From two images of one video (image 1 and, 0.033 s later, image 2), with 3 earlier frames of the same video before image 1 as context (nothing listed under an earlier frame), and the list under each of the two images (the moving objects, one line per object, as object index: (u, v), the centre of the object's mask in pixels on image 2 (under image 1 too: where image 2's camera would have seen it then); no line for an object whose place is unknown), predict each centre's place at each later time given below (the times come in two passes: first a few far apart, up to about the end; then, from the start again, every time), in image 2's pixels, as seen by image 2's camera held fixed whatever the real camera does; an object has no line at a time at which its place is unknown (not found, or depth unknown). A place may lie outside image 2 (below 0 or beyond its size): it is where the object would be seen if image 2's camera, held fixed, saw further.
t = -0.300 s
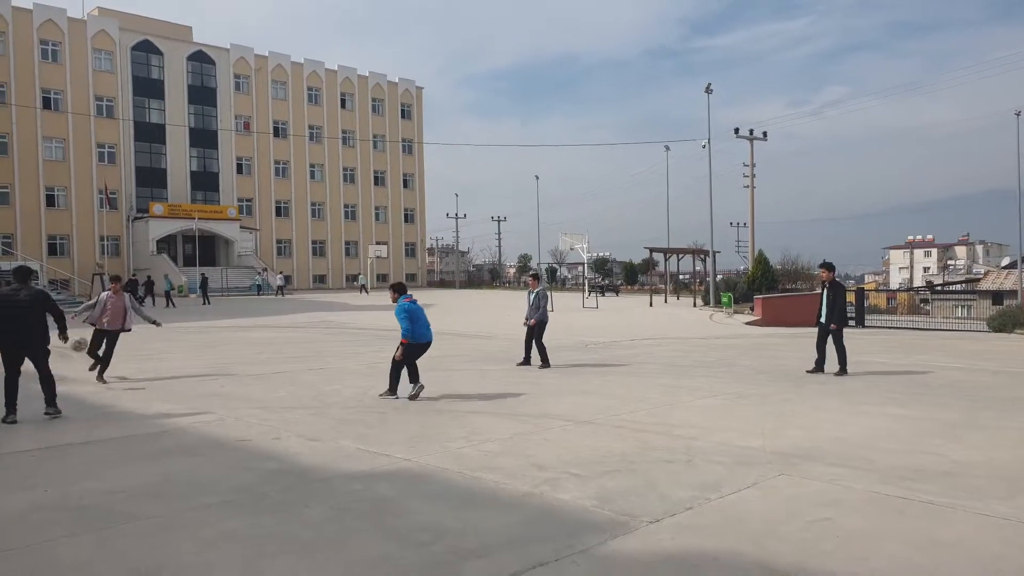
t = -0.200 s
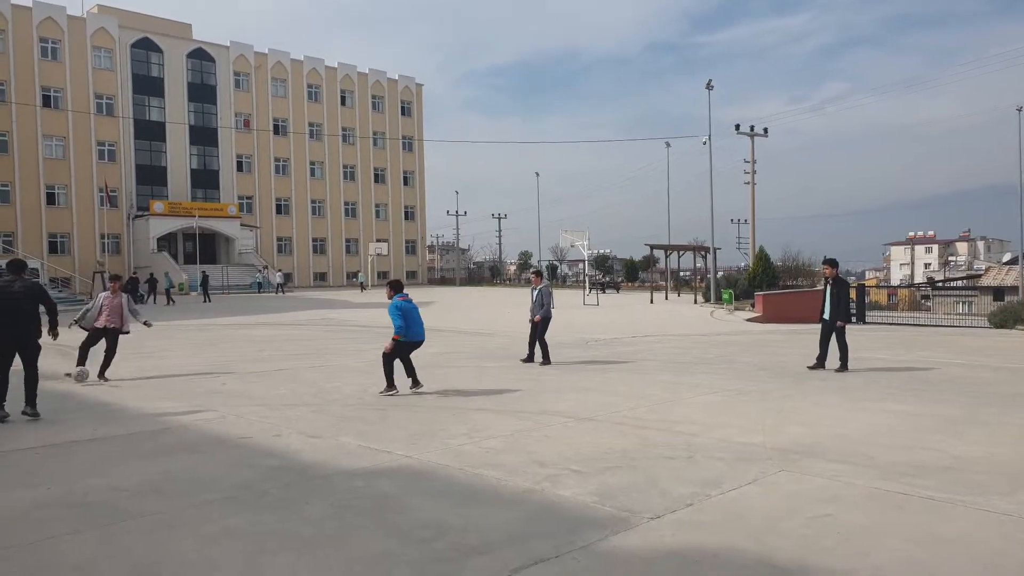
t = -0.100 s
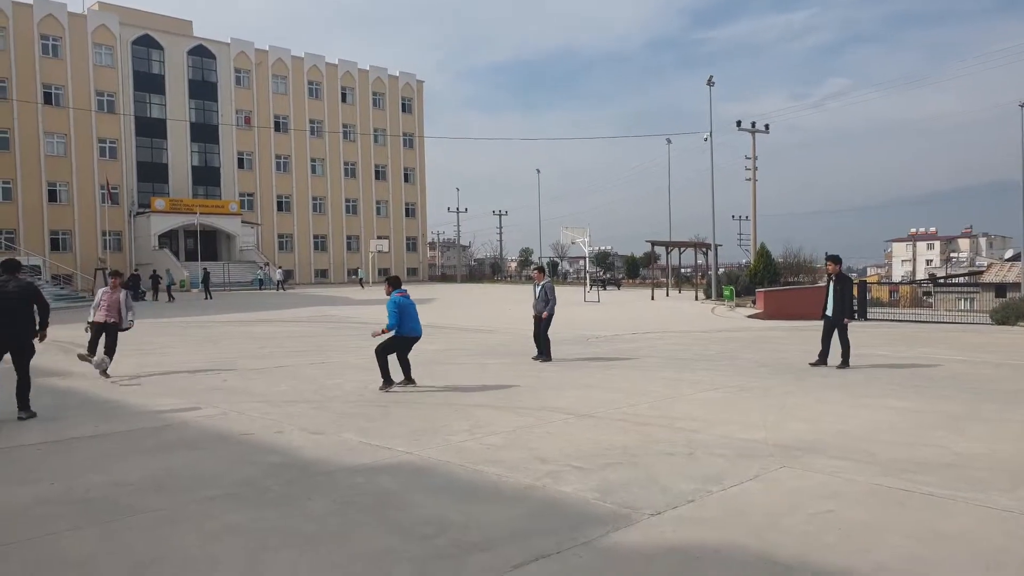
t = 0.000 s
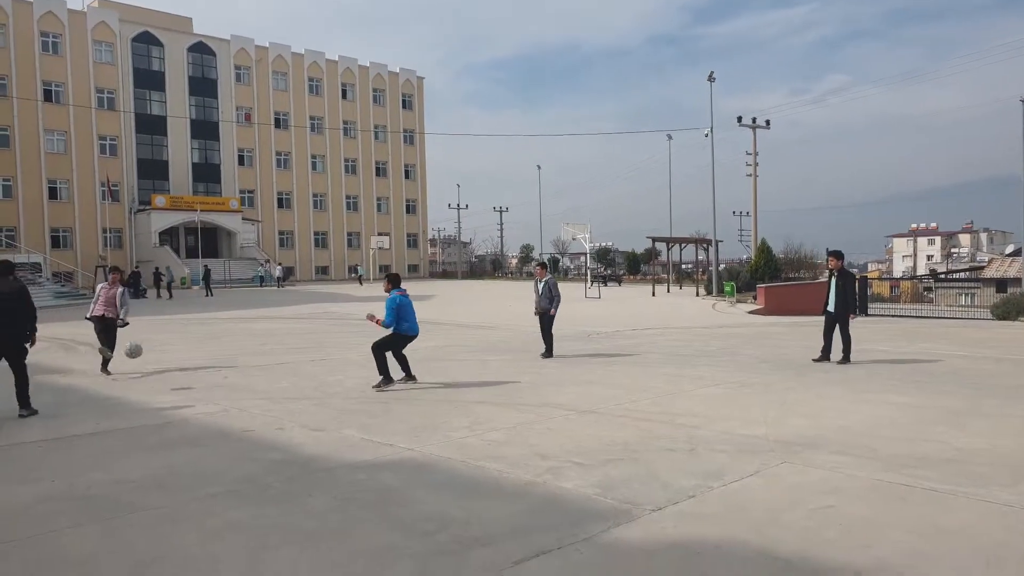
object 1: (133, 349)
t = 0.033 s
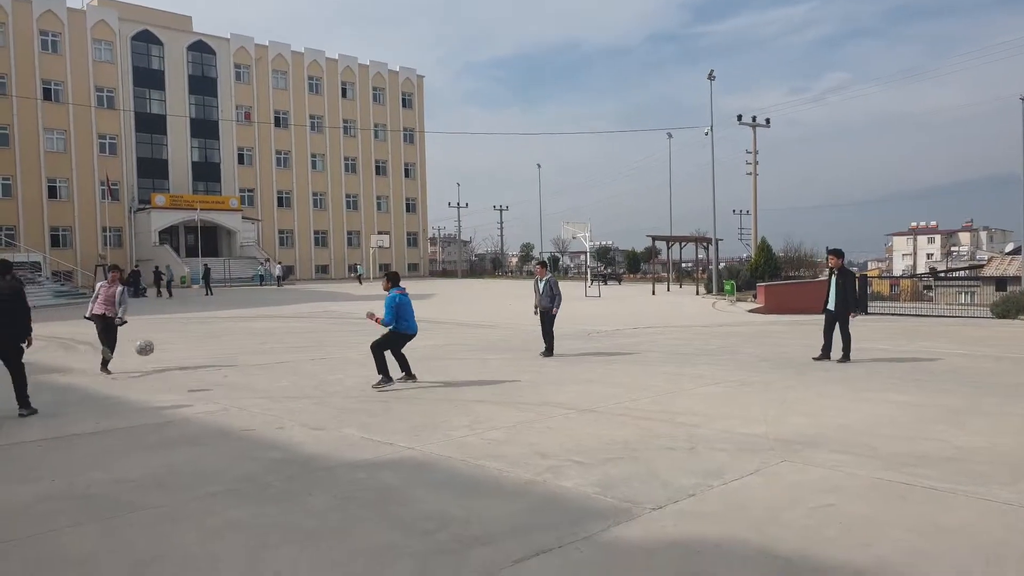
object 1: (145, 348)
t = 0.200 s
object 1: (210, 350)
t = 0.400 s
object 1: (317, 387)
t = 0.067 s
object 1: (157, 346)
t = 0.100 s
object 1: (169, 346)
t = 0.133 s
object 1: (182, 346)
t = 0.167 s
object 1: (195, 348)
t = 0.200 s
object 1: (210, 350)
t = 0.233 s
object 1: (226, 353)
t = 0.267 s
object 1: (242, 358)
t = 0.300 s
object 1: (259, 362)
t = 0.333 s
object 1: (277, 369)
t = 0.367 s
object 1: (297, 377)
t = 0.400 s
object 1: (317, 387)
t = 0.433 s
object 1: (339, 397)
